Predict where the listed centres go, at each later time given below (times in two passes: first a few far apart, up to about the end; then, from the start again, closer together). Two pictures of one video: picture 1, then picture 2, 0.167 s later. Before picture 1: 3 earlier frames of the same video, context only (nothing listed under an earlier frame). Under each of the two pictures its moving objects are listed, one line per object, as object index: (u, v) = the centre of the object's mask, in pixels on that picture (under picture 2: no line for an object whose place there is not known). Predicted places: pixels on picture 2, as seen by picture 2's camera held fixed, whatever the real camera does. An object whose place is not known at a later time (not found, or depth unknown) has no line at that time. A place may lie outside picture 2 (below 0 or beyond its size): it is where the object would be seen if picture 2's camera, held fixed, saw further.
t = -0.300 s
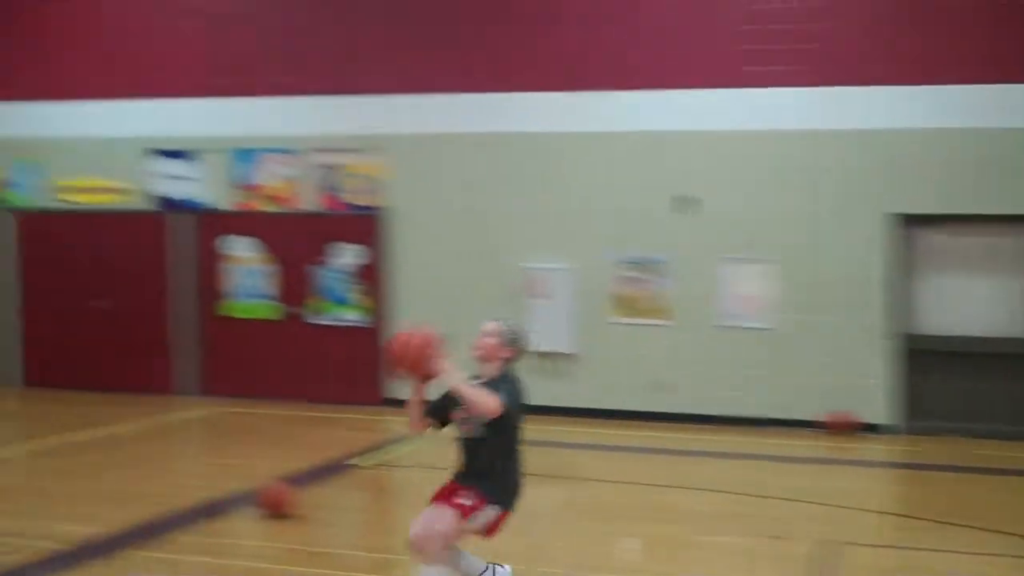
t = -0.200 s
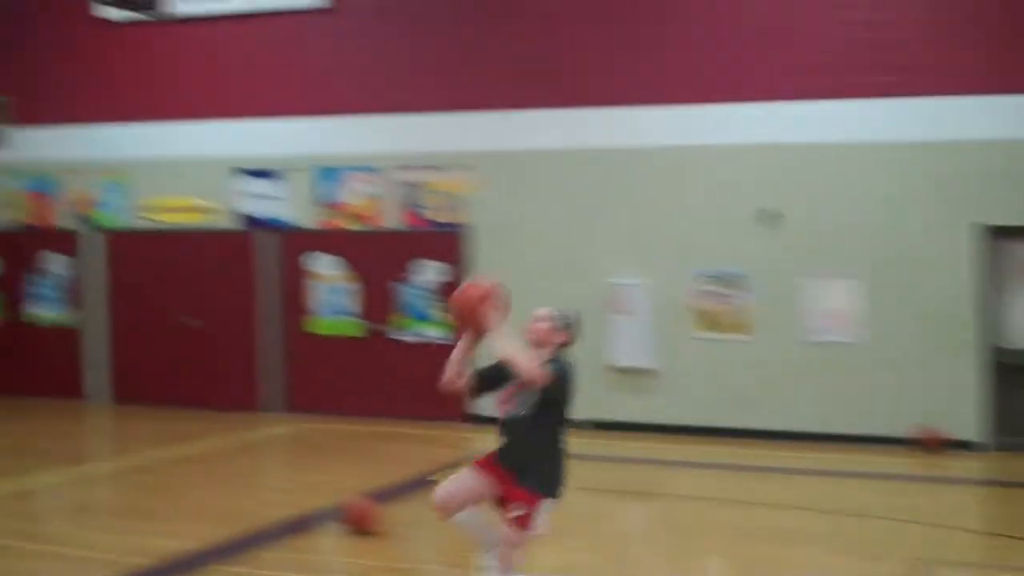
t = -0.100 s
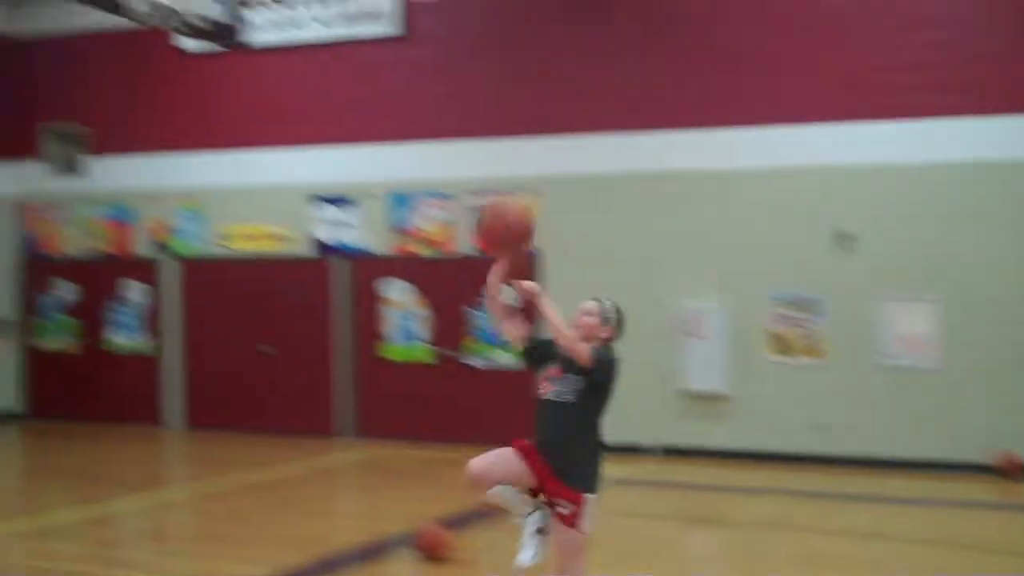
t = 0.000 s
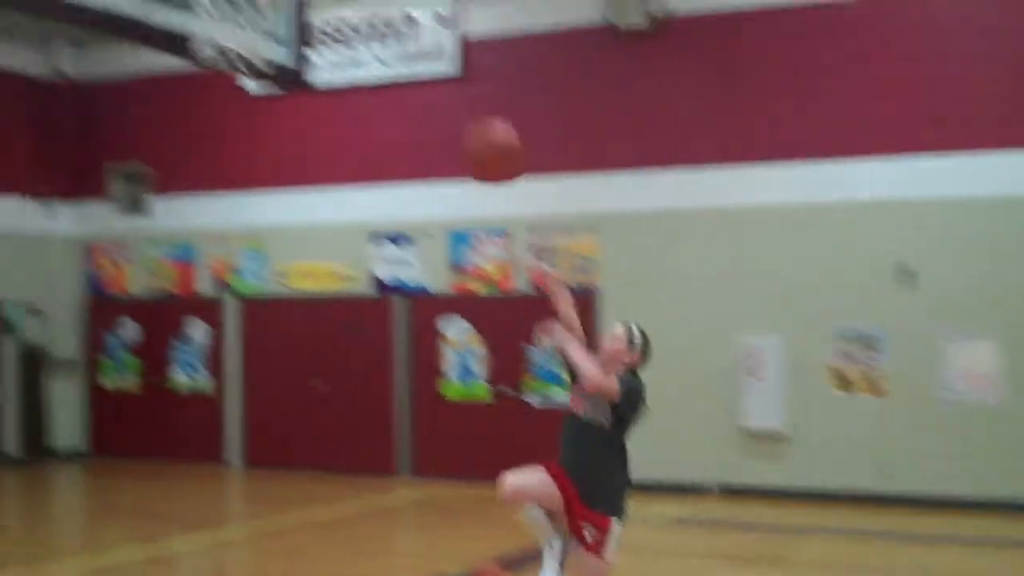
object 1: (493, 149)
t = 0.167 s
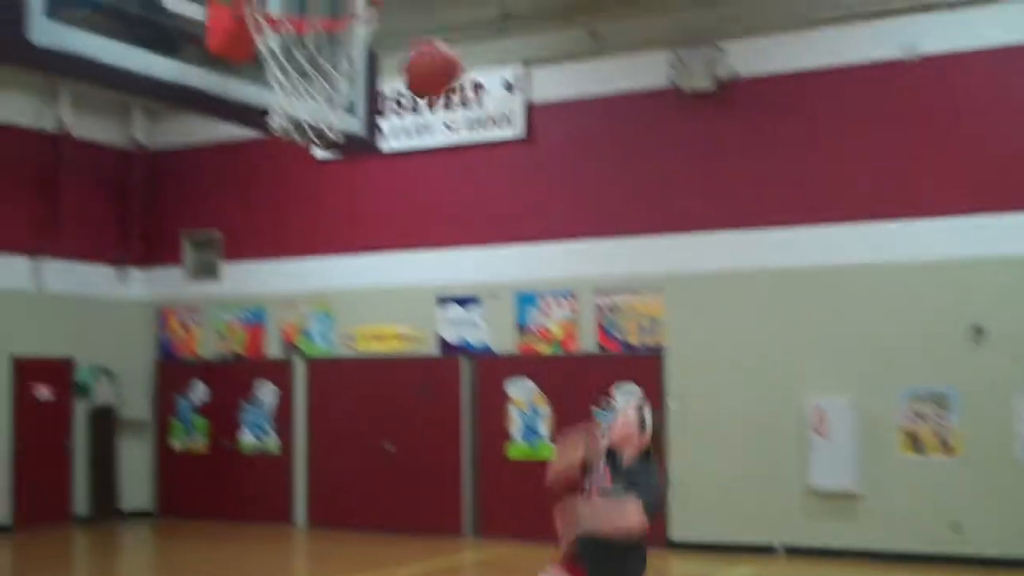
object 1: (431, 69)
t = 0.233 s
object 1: (388, 32)
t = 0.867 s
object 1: (293, 138)
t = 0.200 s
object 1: (405, 47)
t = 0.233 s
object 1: (388, 32)
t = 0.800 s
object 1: (295, 85)
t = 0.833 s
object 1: (297, 100)
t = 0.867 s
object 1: (293, 138)
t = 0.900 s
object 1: (290, 151)
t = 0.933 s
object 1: (288, 172)
